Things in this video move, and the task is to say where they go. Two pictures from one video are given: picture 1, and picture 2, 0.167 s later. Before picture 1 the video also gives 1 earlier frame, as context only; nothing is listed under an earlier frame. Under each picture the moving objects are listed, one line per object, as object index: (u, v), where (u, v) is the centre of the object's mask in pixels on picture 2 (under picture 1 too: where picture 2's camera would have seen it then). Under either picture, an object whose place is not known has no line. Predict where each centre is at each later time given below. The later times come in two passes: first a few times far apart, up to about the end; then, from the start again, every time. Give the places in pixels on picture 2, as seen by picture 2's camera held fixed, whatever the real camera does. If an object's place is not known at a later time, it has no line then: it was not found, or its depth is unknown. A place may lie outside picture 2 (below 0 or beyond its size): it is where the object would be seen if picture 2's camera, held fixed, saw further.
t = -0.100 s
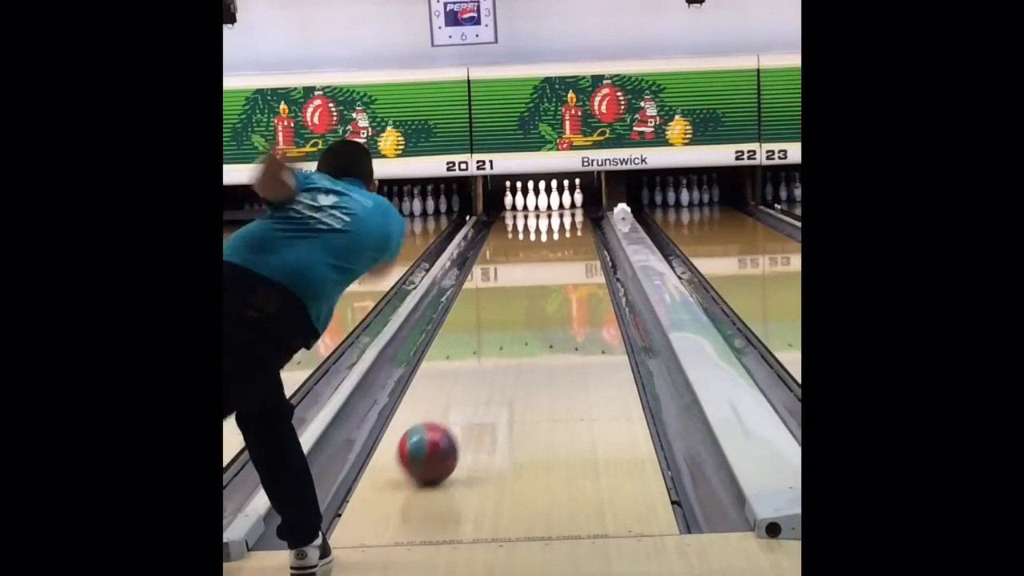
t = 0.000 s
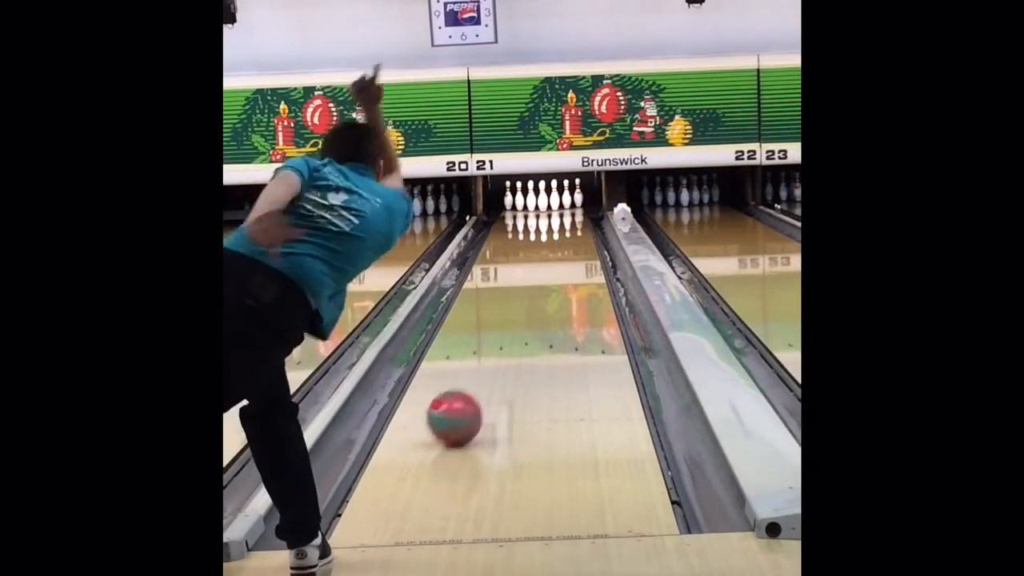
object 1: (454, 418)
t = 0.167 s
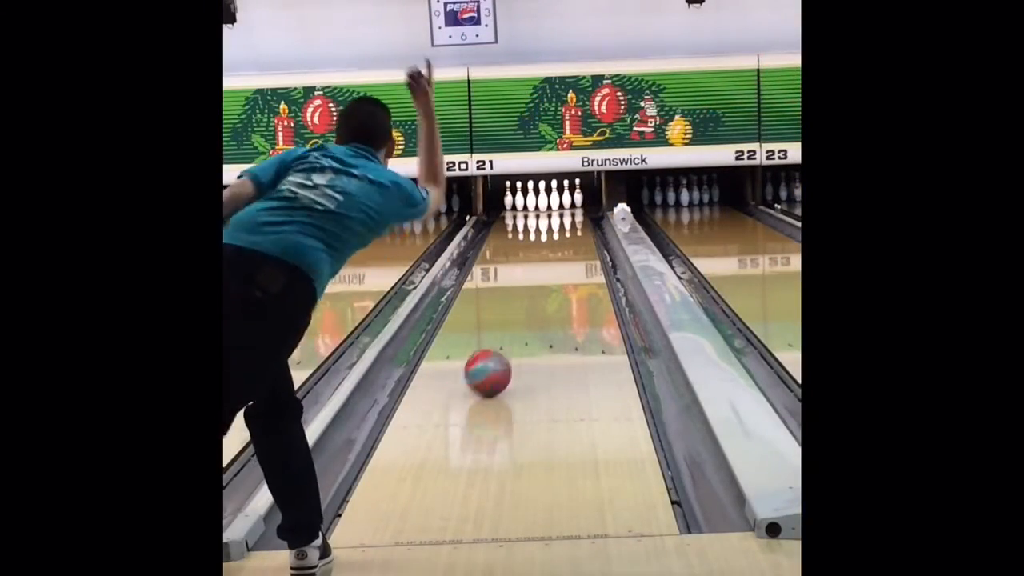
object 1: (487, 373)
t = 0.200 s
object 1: (493, 365)
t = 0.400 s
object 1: (519, 327)
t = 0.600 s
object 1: (538, 300)
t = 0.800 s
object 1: (551, 279)
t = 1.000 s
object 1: (562, 262)
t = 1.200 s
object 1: (569, 248)
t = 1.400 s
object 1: (572, 236)
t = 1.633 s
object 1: (573, 225)
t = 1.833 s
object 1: (569, 219)
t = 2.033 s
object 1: (564, 213)
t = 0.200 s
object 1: (493, 365)
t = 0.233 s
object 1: (498, 357)
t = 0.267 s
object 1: (503, 351)
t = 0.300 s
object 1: (507, 345)
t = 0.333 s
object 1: (511, 338)
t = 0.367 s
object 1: (515, 333)
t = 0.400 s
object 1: (519, 327)
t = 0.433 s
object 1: (523, 322)
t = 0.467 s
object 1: (526, 317)
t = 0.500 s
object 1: (529, 313)
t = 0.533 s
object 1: (532, 309)
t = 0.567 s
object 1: (535, 304)
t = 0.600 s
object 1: (538, 300)
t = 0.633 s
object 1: (541, 296)
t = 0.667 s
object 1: (543, 293)
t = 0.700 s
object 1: (546, 289)
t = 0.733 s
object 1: (547, 285)
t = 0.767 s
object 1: (550, 282)
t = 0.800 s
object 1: (551, 279)
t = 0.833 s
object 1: (553, 276)
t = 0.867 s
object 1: (555, 273)
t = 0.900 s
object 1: (557, 270)
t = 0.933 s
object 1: (559, 267)
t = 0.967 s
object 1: (560, 264)
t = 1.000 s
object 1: (562, 262)
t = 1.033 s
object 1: (563, 259)
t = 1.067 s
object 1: (564, 257)
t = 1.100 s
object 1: (565, 255)
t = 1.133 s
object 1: (567, 253)
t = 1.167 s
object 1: (568, 250)
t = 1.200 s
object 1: (569, 248)
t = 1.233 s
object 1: (570, 246)
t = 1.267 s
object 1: (570, 244)
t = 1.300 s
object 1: (572, 242)
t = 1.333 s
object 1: (572, 240)
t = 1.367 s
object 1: (572, 238)
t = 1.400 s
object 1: (572, 236)
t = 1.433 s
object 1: (572, 235)
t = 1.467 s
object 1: (573, 233)
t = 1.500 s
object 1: (573, 231)
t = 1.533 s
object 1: (573, 230)
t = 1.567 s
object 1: (573, 228)
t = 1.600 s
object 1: (573, 227)
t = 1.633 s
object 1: (573, 225)
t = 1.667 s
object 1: (572, 224)
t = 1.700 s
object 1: (572, 223)
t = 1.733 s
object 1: (571, 222)
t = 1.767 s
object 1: (571, 221)
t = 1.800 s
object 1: (570, 220)
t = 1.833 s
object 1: (569, 219)
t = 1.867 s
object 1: (569, 218)
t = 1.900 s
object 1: (568, 217)
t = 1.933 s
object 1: (567, 215)
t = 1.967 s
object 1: (567, 215)
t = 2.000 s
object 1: (565, 213)
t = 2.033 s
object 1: (564, 213)
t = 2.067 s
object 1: (562, 212)
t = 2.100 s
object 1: (561, 210)
